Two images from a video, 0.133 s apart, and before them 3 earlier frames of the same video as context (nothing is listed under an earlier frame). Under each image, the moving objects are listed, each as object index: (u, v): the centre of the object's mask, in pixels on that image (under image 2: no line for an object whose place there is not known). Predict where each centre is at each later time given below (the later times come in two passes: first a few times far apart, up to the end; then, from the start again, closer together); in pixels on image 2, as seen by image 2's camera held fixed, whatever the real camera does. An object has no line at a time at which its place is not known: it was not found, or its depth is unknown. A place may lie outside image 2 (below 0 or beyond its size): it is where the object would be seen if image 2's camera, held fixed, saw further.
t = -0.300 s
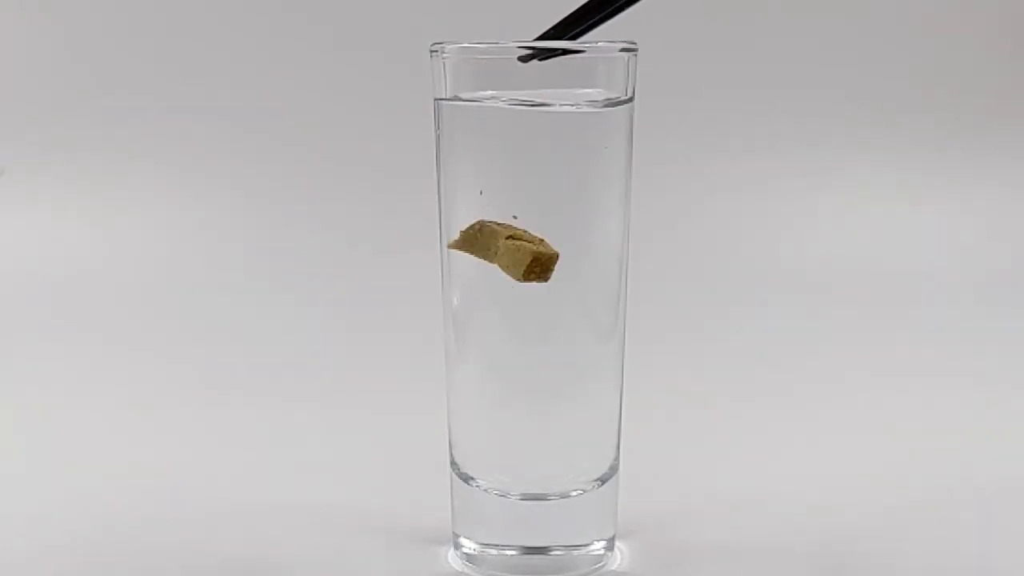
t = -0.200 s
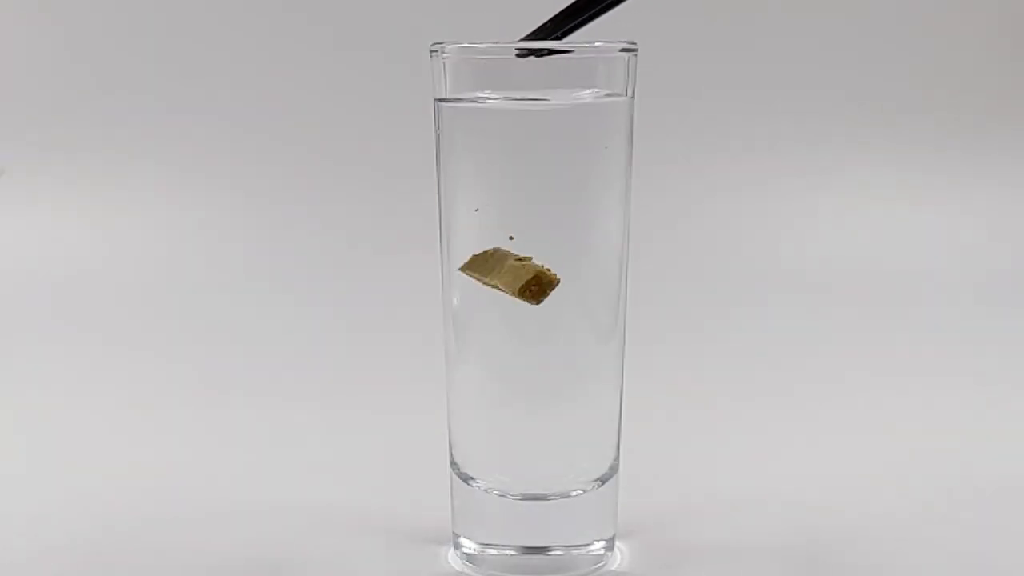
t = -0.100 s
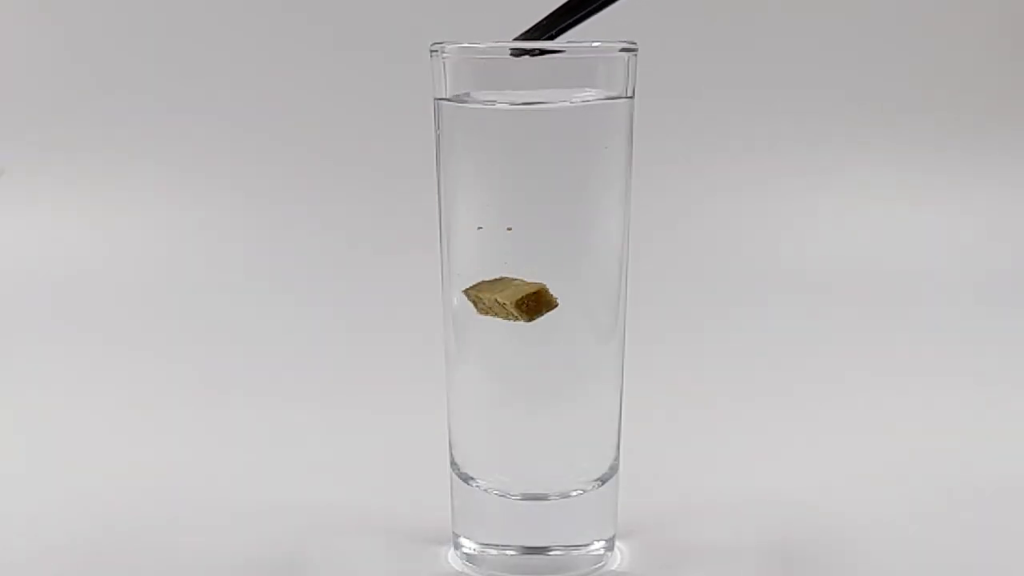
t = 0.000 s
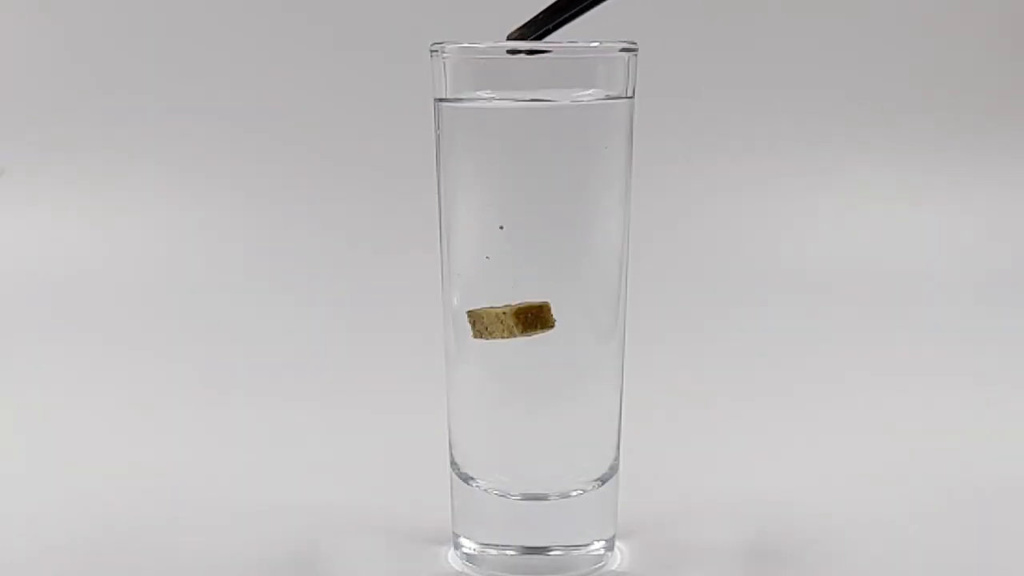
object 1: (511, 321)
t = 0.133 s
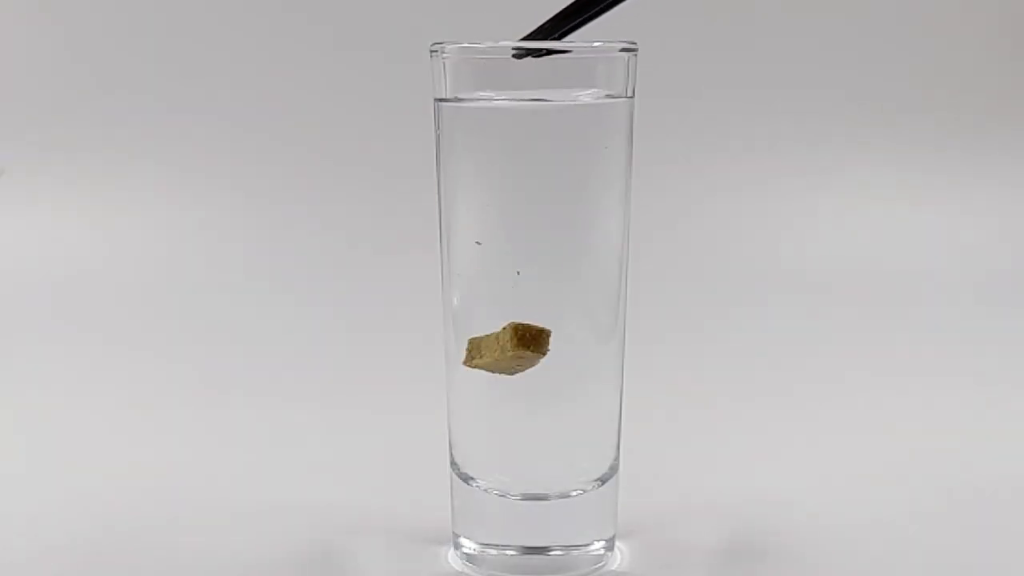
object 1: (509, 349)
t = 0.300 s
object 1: (495, 386)
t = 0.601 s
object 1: (499, 444)
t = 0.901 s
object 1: (539, 463)
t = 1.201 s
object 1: (550, 460)
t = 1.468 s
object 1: (549, 460)
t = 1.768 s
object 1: (538, 466)
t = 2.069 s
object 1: (528, 469)
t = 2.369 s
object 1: (534, 470)
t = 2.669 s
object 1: (533, 470)
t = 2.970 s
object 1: (534, 470)
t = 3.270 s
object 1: (534, 470)
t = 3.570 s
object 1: (533, 471)
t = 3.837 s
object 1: (533, 471)
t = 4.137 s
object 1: (533, 471)
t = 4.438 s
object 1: (533, 471)
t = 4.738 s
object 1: (533, 471)
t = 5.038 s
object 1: (533, 471)
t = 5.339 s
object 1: (533, 470)
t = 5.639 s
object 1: (534, 470)
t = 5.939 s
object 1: (533, 471)
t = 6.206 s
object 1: (533, 471)
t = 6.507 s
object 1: (533, 471)
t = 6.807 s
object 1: (533, 471)
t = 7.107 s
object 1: (533, 471)
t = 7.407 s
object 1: (533, 471)
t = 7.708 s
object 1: (533, 471)
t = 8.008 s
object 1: (533, 471)
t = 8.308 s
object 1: (533, 471)
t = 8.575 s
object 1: (533, 471)
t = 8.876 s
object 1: (533, 471)
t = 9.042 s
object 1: (533, 470)
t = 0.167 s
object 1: (506, 357)
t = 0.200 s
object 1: (503, 364)
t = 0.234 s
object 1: (500, 372)
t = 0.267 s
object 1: (496, 379)
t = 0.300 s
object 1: (495, 386)
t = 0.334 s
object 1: (494, 393)
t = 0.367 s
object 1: (494, 399)
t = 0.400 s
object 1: (493, 405)
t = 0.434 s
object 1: (492, 411)
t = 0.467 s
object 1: (492, 418)
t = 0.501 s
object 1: (492, 425)
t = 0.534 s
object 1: (493, 432)
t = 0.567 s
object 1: (494, 439)
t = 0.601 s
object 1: (499, 444)
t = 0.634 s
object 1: (504, 449)
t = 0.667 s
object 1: (510, 454)
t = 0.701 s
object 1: (515, 458)
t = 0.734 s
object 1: (520, 461)
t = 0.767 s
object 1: (525, 463)
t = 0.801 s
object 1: (530, 464)
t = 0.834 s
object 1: (535, 465)
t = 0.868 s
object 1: (538, 464)
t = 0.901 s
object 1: (539, 463)
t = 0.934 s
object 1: (541, 461)
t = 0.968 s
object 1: (543, 461)
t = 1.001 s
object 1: (544, 460)
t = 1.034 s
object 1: (546, 460)
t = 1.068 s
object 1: (547, 460)
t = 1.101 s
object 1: (548, 460)
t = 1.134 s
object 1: (549, 460)
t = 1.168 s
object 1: (549, 459)
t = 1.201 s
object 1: (550, 460)
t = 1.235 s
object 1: (550, 460)
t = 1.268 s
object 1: (550, 459)
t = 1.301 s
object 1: (550, 459)
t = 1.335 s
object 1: (550, 460)
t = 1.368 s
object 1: (550, 460)
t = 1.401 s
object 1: (550, 460)
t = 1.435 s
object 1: (549, 460)
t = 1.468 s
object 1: (549, 460)
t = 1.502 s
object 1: (548, 460)
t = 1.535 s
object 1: (548, 461)
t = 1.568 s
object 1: (547, 461)
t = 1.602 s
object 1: (545, 462)
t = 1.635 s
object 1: (544, 462)
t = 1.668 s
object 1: (543, 463)
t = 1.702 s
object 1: (541, 464)
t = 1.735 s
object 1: (539, 465)
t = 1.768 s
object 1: (538, 466)
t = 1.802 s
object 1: (536, 468)
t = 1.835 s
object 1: (534, 469)
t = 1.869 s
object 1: (532, 469)
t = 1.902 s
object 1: (531, 468)
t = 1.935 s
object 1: (529, 469)
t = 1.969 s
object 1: (528, 469)
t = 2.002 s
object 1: (528, 469)
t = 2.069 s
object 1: (528, 469)
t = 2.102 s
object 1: (528, 469)
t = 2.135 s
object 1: (529, 469)
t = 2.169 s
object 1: (529, 469)
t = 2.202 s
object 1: (530, 469)
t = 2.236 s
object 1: (531, 469)
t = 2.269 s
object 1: (531, 470)
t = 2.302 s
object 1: (532, 470)
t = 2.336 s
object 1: (533, 470)
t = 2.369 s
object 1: (534, 470)
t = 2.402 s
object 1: (534, 470)
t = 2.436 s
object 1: (534, 470)
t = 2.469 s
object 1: (534, 470)
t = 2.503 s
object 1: (534, 470)
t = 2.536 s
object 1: (534, 470)
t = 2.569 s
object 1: (534, 470)
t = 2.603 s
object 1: (533, 470)
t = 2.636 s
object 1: (533, 470)
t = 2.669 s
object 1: (533, 470)
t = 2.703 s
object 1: (533, 470)
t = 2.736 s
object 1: (534, 470)
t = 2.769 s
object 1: (534, 470)
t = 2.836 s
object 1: (534, 470)
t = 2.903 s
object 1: (534, 470)
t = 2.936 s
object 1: (534, 470)
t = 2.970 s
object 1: (534, 470)
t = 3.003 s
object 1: (534, 470)
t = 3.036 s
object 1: (534, 470)
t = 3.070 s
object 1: (534, 470)
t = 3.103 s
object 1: (534, 470)
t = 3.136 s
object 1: (534, 470)
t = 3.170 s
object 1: (534, 470)
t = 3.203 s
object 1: (534, 470)
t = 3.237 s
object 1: (534, 470)
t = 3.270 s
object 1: (534, 470)
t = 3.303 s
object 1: (533, 470)
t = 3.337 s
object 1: (533, 470)
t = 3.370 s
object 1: (534, 470)
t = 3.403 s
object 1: (533, 471)
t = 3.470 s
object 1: (533, 471)
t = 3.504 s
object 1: (533, 471)
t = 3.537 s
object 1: (533, 471)
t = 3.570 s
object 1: (533, 471)
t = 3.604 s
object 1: (533, 471)
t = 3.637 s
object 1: (534, 471)
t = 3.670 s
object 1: (534, 471)
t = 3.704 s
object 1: (533, 471)
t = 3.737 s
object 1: (533, 471)
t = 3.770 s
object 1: (534, 471)
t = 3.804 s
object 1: (533, 471)
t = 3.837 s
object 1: (533, 471)
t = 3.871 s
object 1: (533, 471)
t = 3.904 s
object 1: (533, 471)
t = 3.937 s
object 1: (533, 471)
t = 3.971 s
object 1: (533, 471)
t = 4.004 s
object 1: (533, 471)
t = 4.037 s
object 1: (533, 471)
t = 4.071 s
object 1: (533, 471)
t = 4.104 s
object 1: (533, 471)
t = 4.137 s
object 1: (533, 471)
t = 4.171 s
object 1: (533, 471)
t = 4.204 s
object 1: (533, 471)
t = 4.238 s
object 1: (533, 471)
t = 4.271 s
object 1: (533, 471)
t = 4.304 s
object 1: (533, 471)
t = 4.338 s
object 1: (533, 471)
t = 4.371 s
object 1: (533, 471)
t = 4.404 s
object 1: (533, 471)
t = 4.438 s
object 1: (533, 471)
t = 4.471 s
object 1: (533, 471)
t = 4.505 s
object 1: (533, 471)
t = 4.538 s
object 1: (533, 471)
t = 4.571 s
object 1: (533, 471)
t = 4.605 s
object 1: (533, 471)
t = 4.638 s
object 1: (533, 471)
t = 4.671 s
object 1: (533, 471)
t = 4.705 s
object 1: (533, 471)
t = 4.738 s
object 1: (533, 471)
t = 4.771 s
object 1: (533, 471)
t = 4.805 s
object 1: (534, 470)
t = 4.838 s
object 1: (534, 470)
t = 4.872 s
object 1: (534, 470)
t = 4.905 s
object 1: (533, 471)
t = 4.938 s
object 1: (533, 471)
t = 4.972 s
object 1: (533, 471)
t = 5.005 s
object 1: (533, 471)
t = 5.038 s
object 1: (533, 471)
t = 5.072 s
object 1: (533, 471)
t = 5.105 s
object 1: (533, 470)
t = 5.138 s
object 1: (533, 471)
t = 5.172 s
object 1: (533, 471)
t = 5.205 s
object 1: (533, 471)
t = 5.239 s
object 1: (533, 471)
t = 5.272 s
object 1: (533, 471)
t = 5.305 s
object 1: (533, 471)
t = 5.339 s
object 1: (533, 470)
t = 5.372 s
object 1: (533, 470)
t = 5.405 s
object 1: (533, 471)
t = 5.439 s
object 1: (533, 471)
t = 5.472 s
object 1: (533, 471)
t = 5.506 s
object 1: (533, 471)
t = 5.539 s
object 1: (533, 471)
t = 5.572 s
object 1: (533, 471)
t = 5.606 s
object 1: (533, 471)
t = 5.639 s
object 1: (534, 470)
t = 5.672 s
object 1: (533, 471)
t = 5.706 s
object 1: (533, 471)
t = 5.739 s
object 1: (533, 471)
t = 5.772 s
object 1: (533, 471)
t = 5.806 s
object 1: (533, 471)
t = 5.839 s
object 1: (533, 471)
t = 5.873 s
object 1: (533, 471)
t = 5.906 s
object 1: (533, 471)
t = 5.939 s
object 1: (533, 471)
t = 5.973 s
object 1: (533, 471)
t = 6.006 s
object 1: (533, 471)
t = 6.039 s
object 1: (533, 471)
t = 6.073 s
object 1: (533, 471)
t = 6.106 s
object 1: (533, 471)
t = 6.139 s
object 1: (533, 471)
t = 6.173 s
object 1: (533, 471)
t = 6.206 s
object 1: (533, 471)
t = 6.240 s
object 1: (533, 471)
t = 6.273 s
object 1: (533, 471)
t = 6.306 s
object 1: (533, 471)
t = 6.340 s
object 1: (533, 471)
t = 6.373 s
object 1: (533, 471)
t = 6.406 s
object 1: (533, 471)
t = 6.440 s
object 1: (533, 471)
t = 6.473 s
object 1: (533, 471)
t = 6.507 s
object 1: (533, 471)
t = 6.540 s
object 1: (533, 471)
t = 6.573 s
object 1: (533, 471)
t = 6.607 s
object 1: (533, 471)
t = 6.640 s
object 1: (533, 471)
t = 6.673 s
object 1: (533, 471)
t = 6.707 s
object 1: (533, 471)
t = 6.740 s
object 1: (533, 471)
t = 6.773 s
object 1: (533, 471)
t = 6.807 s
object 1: (533, 471)
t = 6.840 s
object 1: (533, 471)
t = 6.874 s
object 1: (533, 471)
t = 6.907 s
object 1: (533, 471)
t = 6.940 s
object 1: (533, 471)
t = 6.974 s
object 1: (533, 471)
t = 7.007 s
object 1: (533, 471)
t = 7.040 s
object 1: (533, 471)
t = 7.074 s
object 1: (533, 471)
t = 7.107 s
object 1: (533, 471)
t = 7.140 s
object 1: (533, 471)
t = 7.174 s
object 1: (533, 471)
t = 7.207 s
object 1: (533, 471)
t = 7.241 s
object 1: (533, 471)
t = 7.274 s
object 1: (533, 471)
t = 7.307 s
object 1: (533, 471)
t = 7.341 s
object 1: (533, 471)
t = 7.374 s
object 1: (533, 471)
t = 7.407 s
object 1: (533, 471)
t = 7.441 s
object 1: (533, 471)
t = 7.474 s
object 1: (533, 471)
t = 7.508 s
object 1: (533, 471)
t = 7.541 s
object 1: (533, 471)
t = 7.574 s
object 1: (533, 471)
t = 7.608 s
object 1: (533, 471)
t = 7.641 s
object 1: (533, 471)
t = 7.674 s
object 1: (533, 471)
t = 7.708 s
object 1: (533, 471)
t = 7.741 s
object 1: (533, 471)
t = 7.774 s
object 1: (533, 471)
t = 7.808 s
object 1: (533, 471)
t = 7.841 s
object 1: (533, 471)
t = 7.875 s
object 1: (533, 471)
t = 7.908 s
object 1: (533, 471)
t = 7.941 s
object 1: (533, 471)
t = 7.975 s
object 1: (533, 471)
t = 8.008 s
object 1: (533, 471)
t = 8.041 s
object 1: (533, 471)
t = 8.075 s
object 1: (533, 471)
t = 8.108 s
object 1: (533, 471)
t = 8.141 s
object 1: (533, 471)
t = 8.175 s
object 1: (533, 471)
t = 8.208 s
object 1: (533, 471)
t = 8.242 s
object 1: (533, 471)
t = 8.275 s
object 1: (533, 471)
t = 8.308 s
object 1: (533, 471)
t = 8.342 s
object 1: (533, 471)
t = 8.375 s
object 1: (533, 471)
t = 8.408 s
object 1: (533, 471)
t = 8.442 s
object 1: (533, 471)
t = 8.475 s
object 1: (533, 471)
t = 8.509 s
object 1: (533, 471)
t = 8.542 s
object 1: (533, 471)
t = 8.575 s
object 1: (533, 471)
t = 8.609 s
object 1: (533, 471)
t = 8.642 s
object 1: (533, 471)
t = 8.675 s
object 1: (533, 471)
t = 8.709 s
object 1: (533, 471)
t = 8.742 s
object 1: (533, 471)
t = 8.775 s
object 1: (533, 471)
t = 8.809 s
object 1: (533, 471)
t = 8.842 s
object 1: (533, 471)
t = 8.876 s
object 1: (533, 471)
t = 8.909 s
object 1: (533, 471)
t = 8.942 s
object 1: (533, 471)
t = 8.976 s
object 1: (533, 471)
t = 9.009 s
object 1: (533, 471)
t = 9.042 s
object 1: (533, 470)
